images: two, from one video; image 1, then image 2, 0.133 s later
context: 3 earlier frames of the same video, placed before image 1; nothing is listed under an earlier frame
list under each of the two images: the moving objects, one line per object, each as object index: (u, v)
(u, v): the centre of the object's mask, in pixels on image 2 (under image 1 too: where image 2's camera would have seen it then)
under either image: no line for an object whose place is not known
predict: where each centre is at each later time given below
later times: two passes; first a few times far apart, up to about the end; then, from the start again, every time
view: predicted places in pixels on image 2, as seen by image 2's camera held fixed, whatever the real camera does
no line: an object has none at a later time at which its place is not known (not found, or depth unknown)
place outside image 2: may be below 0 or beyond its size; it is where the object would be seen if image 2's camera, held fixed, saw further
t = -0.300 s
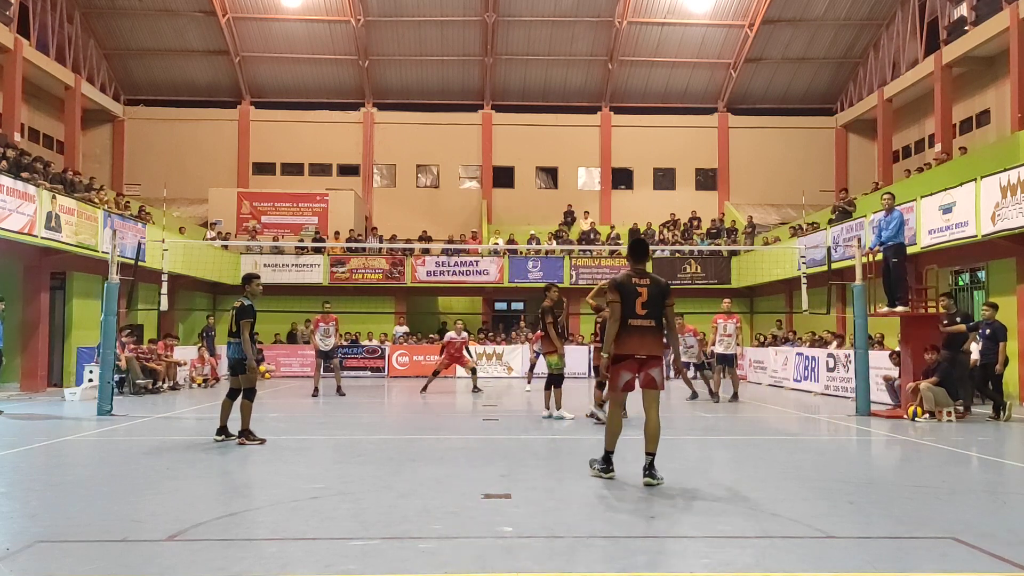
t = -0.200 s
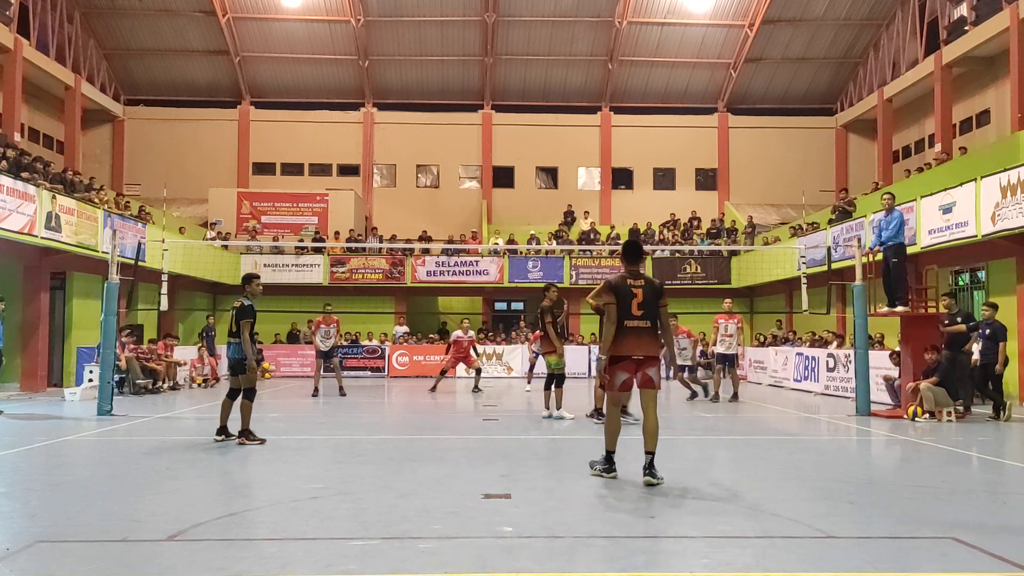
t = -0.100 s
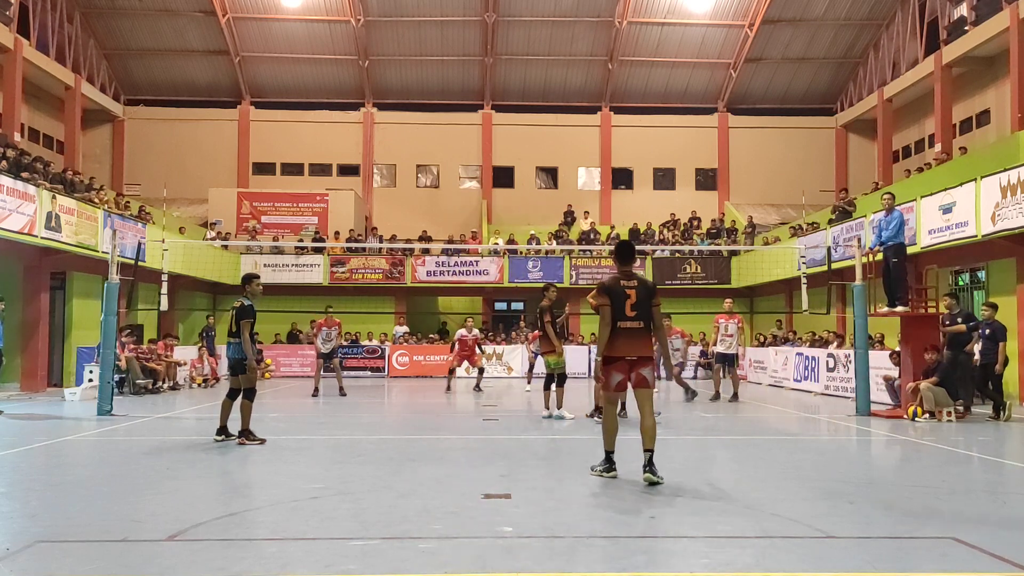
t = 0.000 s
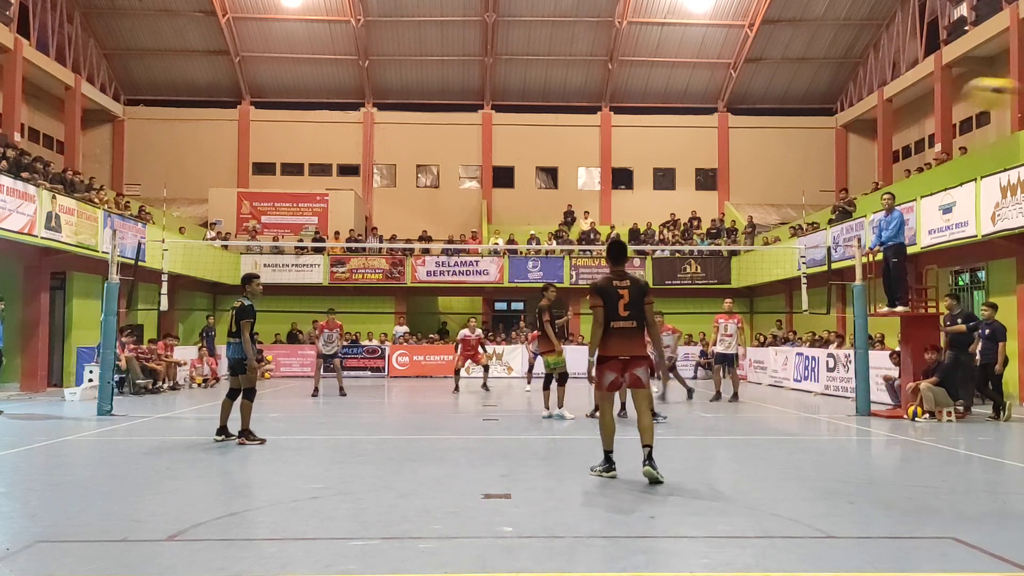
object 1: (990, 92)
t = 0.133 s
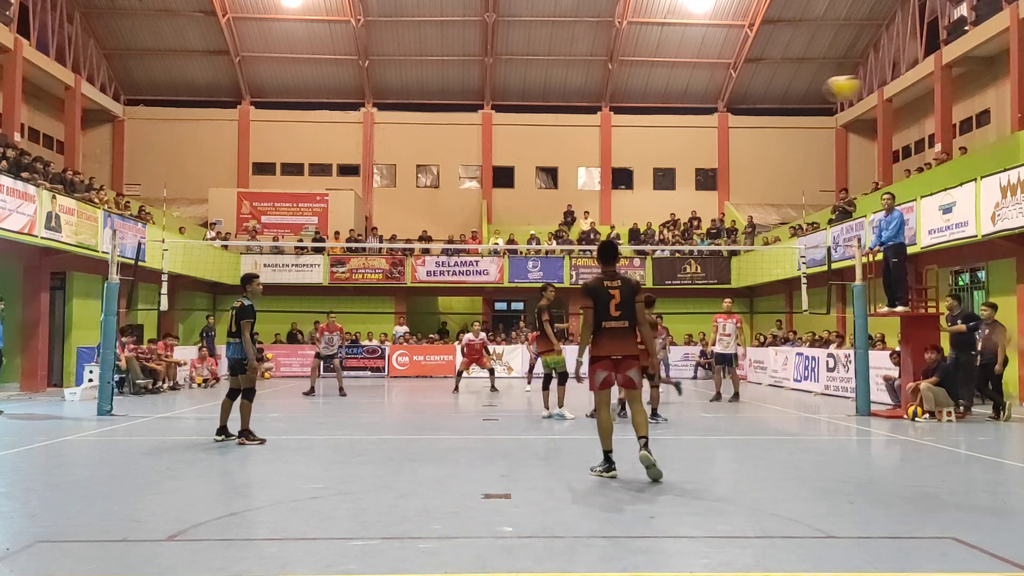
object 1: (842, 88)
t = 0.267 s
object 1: (749, 100)
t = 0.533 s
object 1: (635, 150)
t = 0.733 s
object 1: (580, 200)
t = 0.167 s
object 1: (816, 90)
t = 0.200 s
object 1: (791, 91)
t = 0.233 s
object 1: (769, 95)
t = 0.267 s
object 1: (749, 100)
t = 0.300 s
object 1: (731, 104)
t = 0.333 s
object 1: (714, 109)
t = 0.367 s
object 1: (699, 114)
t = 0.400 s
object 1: (683, 122)
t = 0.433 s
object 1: (670, 129)
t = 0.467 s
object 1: (657, 135)
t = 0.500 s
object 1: (646, 142)
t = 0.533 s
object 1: (635, 150)
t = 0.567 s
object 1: (625, 158)
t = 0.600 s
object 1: (615, 166)
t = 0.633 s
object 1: (606, 173)
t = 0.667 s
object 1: (596, 183)
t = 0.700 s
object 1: (588, 193)
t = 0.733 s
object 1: (580, 200)
